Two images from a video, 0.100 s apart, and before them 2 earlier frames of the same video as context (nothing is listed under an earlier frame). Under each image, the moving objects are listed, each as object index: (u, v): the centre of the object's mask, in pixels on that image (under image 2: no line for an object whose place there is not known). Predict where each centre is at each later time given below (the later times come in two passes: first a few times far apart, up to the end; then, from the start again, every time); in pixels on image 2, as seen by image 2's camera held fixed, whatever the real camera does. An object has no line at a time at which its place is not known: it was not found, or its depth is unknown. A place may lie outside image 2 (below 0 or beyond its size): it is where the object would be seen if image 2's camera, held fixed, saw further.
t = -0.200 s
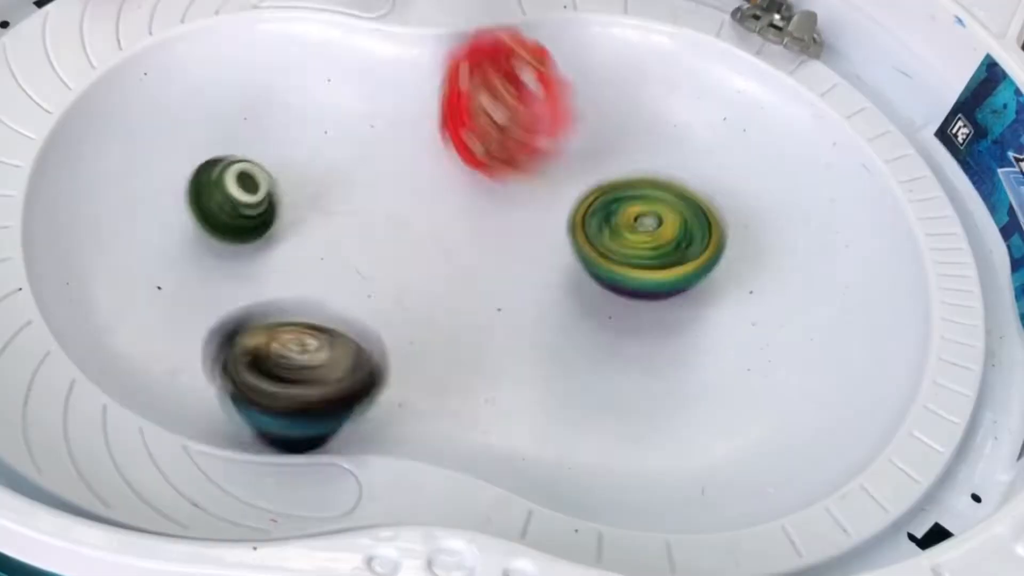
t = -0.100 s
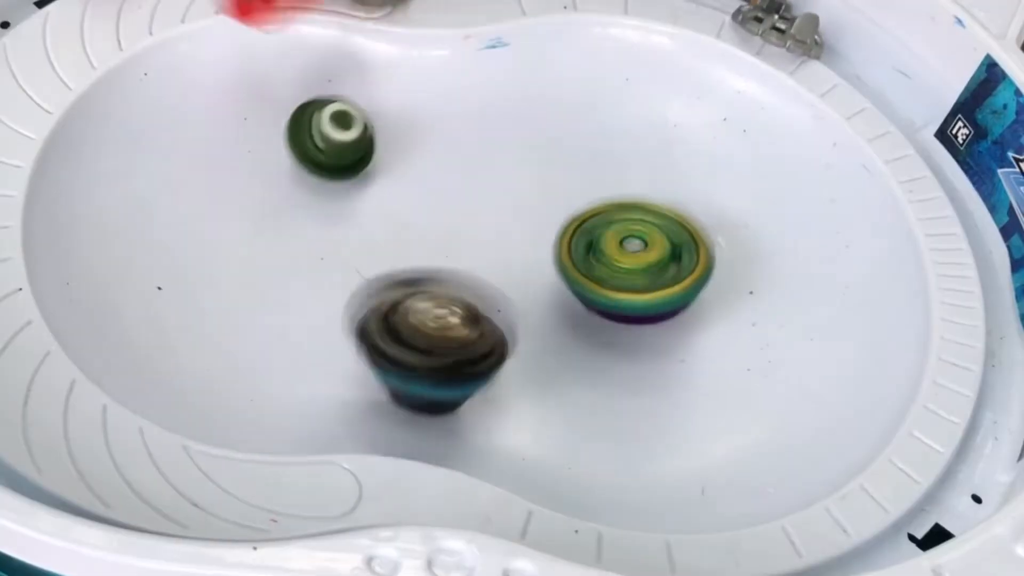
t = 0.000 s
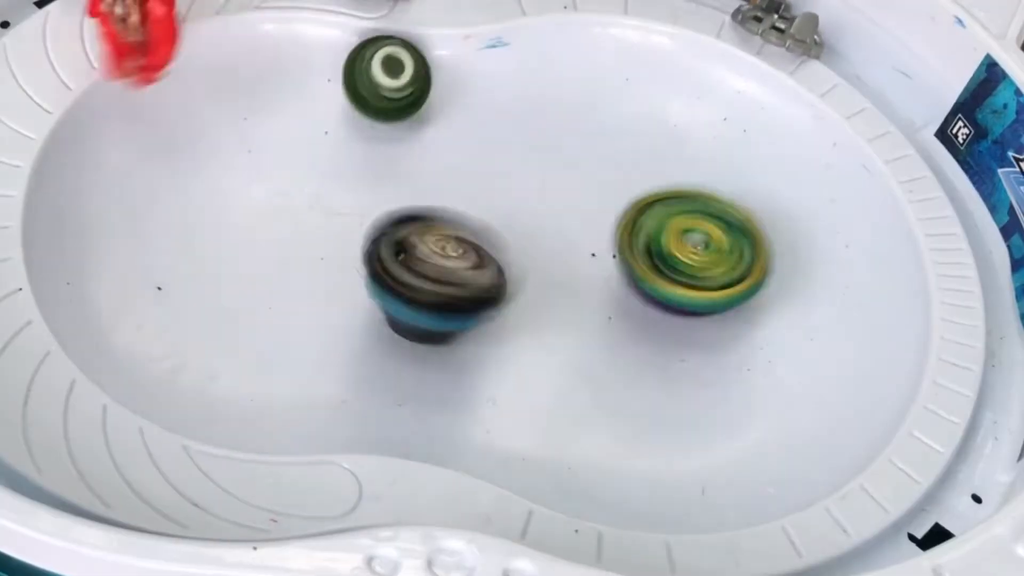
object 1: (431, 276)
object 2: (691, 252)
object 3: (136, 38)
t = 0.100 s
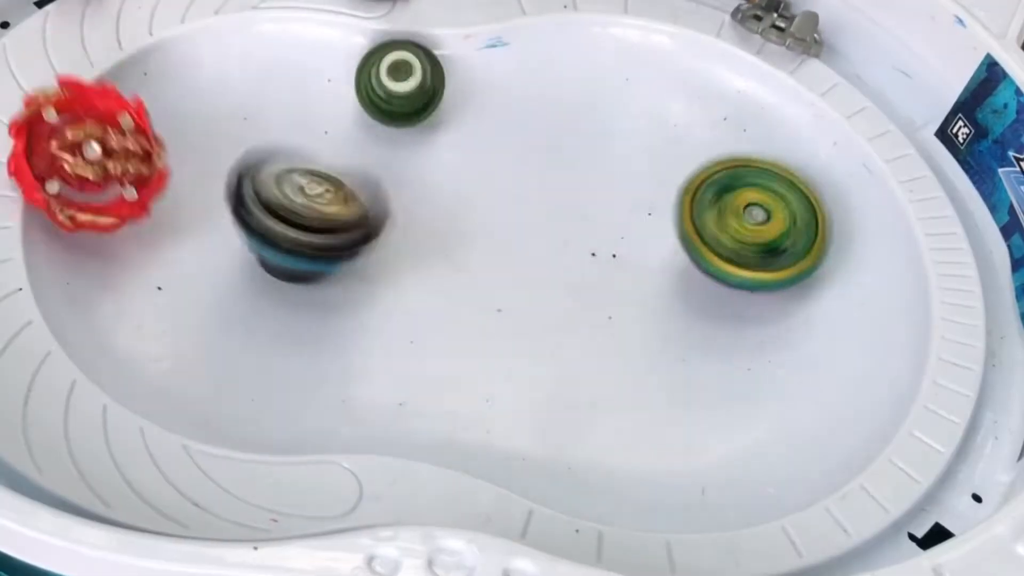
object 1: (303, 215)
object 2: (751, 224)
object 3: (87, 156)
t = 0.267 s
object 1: (178, 106)
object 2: (672, 192)
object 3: (130, 192)
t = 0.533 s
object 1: (205, 187)
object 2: (617, 233)
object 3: (352, 323)
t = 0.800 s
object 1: (389, 93)
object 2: (610, 275)
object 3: (395, 259)
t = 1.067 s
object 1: (469, 147)
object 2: (608, 276)
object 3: (375, 268)
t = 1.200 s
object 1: (487, 176)
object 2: (631, 286)
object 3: (326, 303)
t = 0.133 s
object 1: (258, 188)
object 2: (744, 215)
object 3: (86, 199)
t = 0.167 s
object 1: (236, 167)
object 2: (729, 207)
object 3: (71, 181)
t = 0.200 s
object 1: (220, 145)
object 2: (710, 199)
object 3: (87, 162)
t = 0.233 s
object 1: (208, 118)
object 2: (690, 195)
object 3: (107, 165)
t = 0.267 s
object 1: (178, 106)
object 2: (672, 192)
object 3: (130, 192)
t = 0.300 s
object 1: (157, 111)
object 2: (655, 192)
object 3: (150, 244)
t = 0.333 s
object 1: (144, 114)
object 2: (641, 194)
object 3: (172, 324)
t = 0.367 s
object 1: (137, 124)
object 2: (633, 198)
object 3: (198, 399)
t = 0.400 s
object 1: (136, 143)
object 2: (626, 204)
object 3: (234, 394)
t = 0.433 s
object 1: (143, 162)
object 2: (621, 211)
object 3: (271, 386)
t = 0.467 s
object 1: (158, 175)
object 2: (618, 218)
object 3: (304, 373)
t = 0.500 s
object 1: (180, 184)
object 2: (616, 226)
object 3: (331, 349)
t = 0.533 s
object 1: (205, 187)
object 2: (617, 233)
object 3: (352, 323)
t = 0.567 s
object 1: (232, 184)
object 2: (618, 239)
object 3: (368, 300)
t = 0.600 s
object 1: (260, 176)
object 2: (617, 244)
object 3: (381, 281)
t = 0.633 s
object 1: (288, 160)
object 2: (616, 251)
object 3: (389, 268)
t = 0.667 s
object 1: (313, 144)
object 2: (615, 256)
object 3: (394, 261)
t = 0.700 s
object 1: (338, 128)
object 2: (614, 261)
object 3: (395, 259)
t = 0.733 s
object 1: (360, 113)
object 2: (613, 266)
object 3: (395, 259)
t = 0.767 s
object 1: (377, 100)
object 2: (612, 271)
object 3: (395, 259)
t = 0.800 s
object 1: (389, 93)
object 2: (610, 275)
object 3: (395, 259)
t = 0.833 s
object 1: (397, 88)
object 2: (605, 278)
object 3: (395, 259)
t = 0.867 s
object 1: (404, 85)
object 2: (604, 281)
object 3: (395, 259)
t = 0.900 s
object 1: (411, 88)
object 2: (604, 283)
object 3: (395, 259)
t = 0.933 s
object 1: (418, 94)
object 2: (603, 285)
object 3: (395, 259)
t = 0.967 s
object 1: (428, 107)
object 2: (602, 285)
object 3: (395, 259)
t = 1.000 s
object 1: (438, 121)
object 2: (602, 283)
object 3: (395, 259)
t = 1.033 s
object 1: (451, 136)
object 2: (604, 280)
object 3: (394, 260)
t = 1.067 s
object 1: (469, 147)
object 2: (608, 276)
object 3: (375, 268)
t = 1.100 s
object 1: (475, 145)
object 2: (616, 282)
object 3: (356, 284)
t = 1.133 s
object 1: (475, 153)
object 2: (622, 289)
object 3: (338, 299)
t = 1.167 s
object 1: (480, 166)
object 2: (627, 289)
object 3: (328, 303)
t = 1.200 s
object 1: (487, 176)
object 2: (631, 286)
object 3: (326, 303)
